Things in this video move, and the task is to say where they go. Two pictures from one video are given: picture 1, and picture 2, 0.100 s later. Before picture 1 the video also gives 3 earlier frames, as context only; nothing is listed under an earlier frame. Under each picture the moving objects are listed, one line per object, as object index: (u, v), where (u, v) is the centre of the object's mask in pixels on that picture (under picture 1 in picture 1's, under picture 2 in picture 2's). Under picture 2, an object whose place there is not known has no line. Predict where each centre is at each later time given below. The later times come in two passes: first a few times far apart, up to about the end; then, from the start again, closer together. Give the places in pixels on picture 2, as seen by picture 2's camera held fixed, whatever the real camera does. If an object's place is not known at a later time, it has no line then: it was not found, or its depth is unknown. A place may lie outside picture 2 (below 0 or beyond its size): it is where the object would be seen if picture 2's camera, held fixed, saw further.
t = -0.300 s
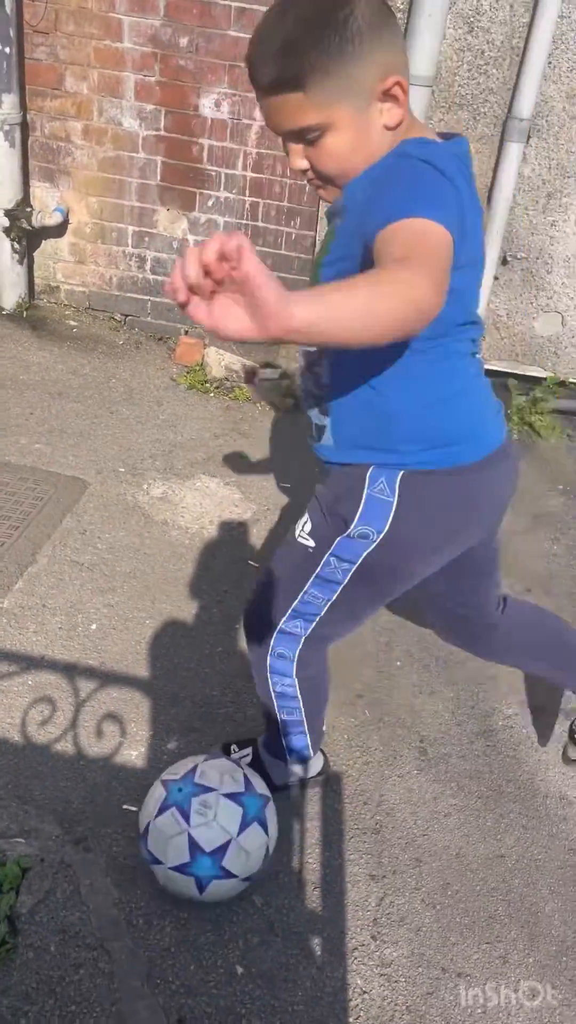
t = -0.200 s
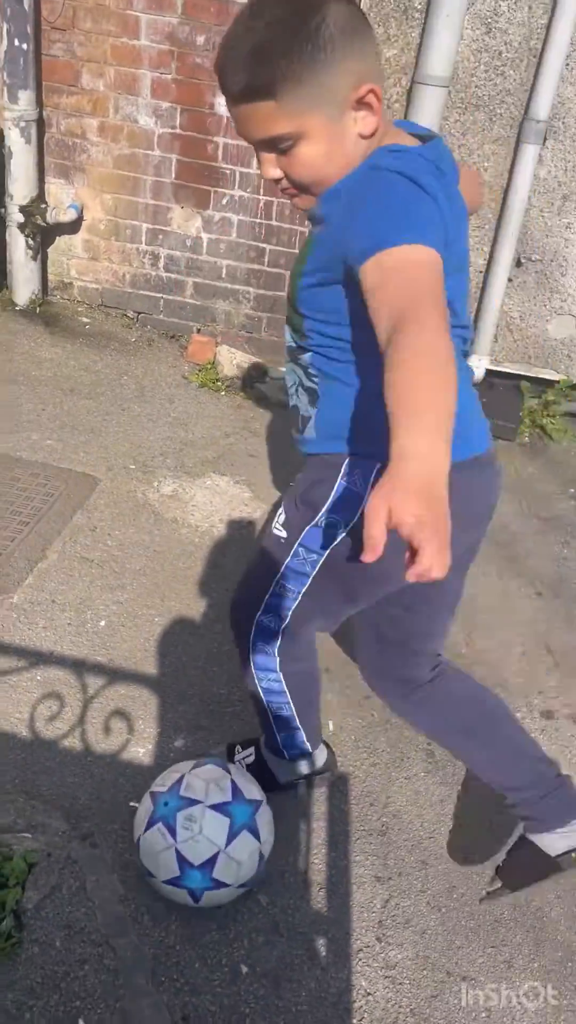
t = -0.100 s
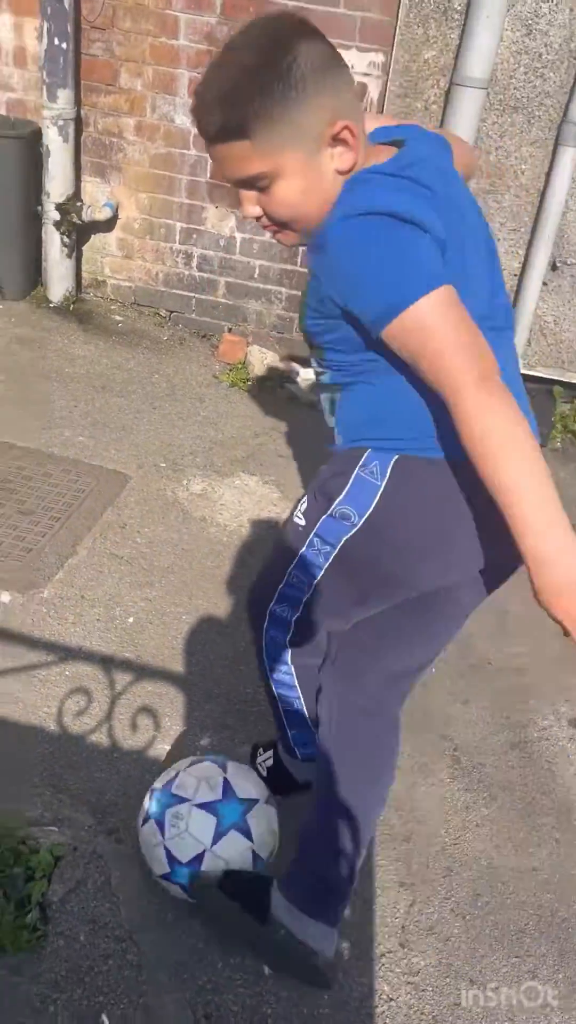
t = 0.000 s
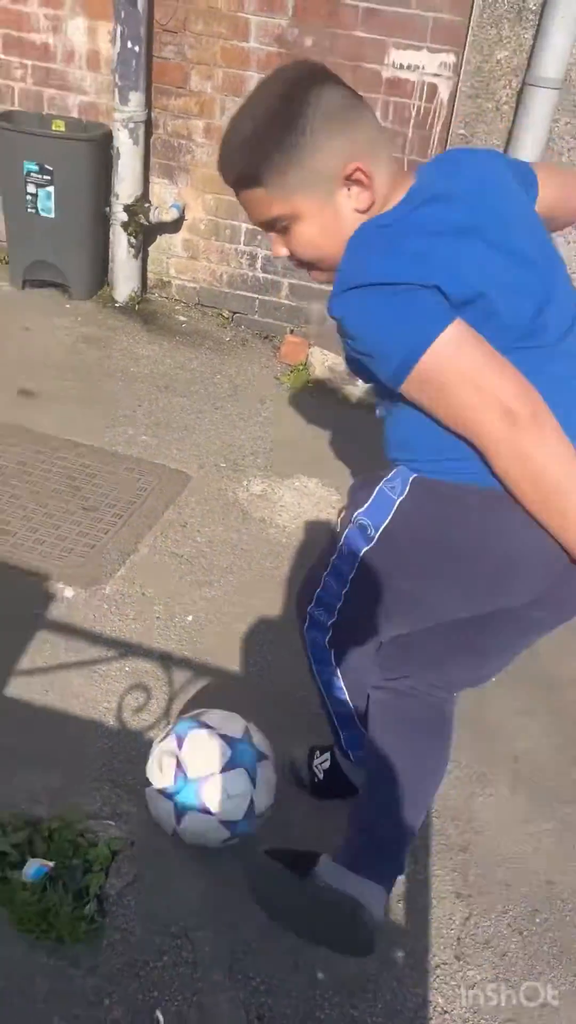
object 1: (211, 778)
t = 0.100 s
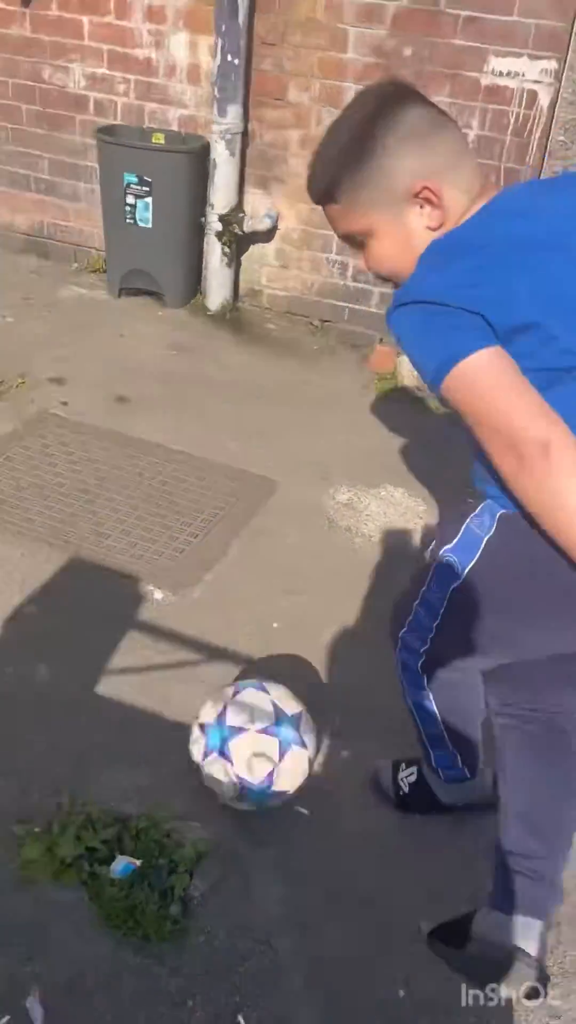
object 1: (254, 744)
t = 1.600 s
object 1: (-27, 426)
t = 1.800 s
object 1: (-36, 407)
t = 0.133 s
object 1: (241, 729)
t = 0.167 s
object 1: (230, 717)
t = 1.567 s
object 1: (-25, 430)
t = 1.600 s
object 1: (-27, 426)
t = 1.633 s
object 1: (-29, 423)
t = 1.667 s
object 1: (-30, 418)
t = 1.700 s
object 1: (-32, 415)
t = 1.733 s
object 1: (-33, 412)
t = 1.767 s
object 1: (-35, 409)
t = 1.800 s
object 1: (-36, 407)
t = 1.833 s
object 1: (-39, 403)
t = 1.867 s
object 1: (-40, 400)
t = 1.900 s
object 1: (-42, 398)
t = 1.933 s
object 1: (-43, 395)
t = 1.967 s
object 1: (-45, 392)
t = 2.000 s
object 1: (-46, 389)
